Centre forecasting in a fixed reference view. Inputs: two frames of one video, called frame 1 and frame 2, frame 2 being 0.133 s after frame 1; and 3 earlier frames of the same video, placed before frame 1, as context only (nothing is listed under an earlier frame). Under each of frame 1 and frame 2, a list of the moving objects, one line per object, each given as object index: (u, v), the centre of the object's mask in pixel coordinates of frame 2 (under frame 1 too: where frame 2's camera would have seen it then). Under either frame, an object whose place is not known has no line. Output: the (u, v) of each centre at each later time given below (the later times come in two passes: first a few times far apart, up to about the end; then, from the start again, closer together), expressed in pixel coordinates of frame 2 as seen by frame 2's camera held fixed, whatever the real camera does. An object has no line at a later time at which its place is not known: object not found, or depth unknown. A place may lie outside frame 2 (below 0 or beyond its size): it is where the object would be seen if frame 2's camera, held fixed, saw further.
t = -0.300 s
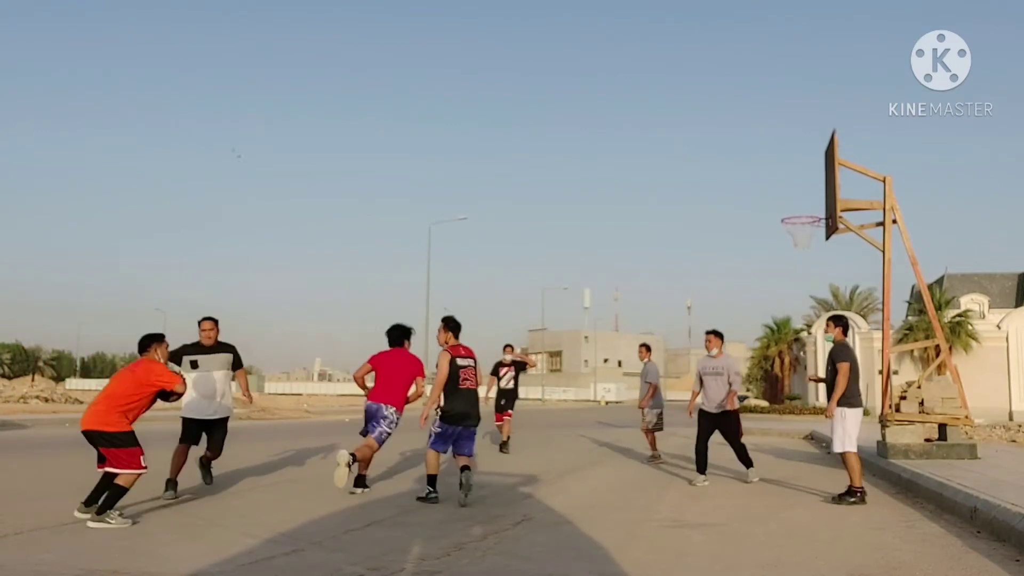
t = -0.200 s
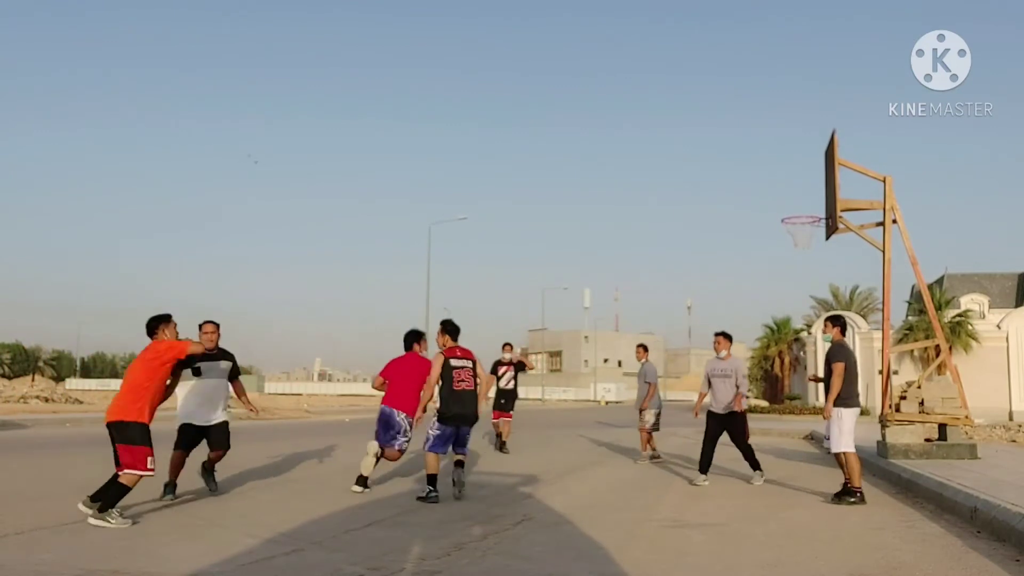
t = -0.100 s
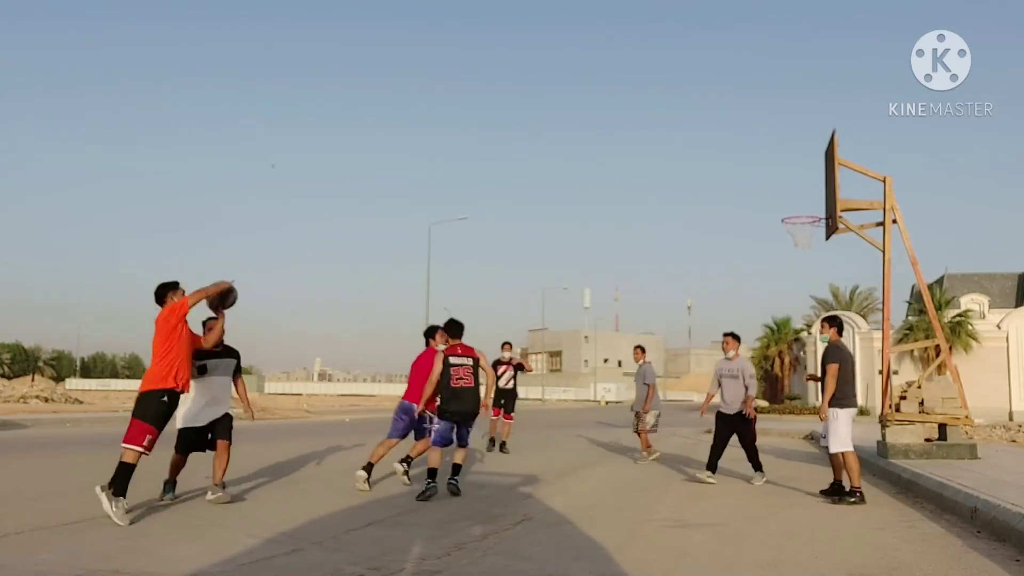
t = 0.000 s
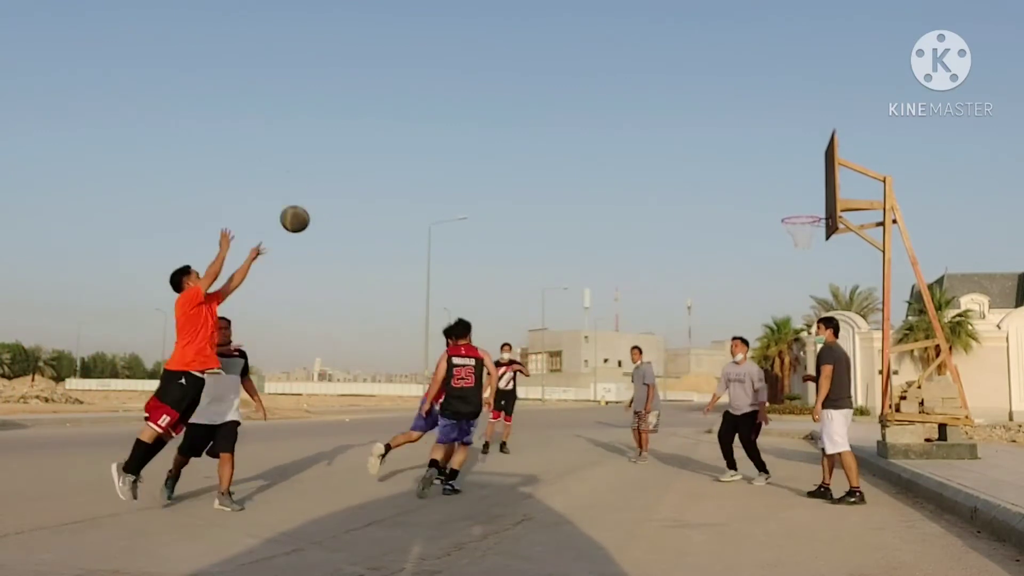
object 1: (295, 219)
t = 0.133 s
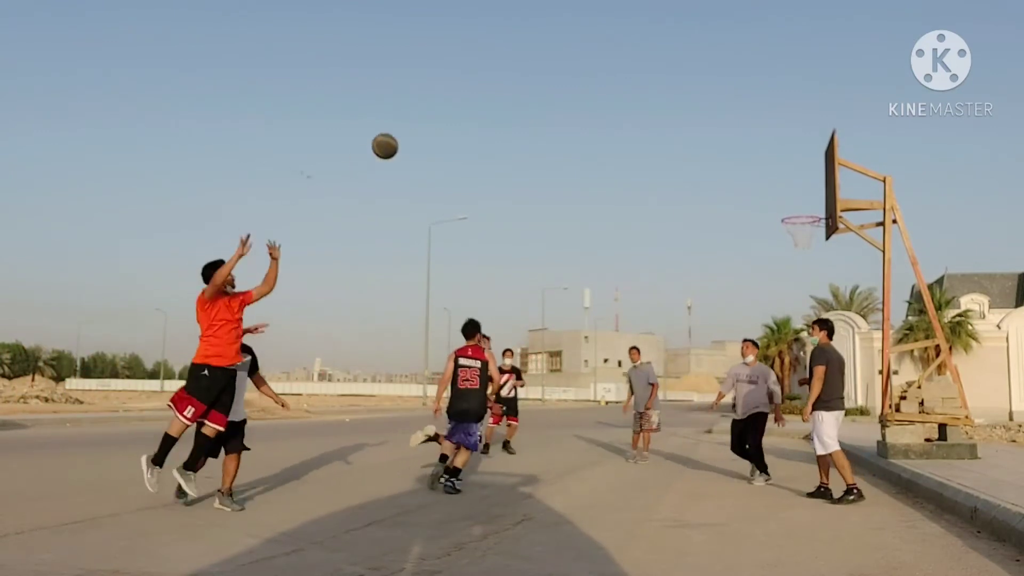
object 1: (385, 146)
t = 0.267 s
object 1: (462, 100)
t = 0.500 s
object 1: (572, 69)
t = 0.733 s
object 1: (663, 88)
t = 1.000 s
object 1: (749, 155)
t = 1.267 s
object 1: (810, 210)
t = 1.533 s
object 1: (798, 207)
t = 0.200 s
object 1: (424, 120)
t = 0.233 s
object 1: (444, 109)
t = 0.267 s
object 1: (462, 100)
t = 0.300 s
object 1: (479, 92)
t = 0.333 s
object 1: (496, 85)
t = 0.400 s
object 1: (528, 76)
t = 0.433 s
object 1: (543, 72)
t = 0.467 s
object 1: (558, 71)
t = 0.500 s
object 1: (572, 69)
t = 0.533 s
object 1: (586, 69)
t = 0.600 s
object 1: (613, 72)
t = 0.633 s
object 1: (626, 74)
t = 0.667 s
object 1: (639, 78)
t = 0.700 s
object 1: (651, 82)
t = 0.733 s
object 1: (663, 88)
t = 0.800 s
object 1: (686, 101)
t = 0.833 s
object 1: (697, 108)
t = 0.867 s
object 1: (708, 116)
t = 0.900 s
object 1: (718, 125)
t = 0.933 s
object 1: (729, 135)
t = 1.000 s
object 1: (749, 155)
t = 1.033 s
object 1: (759, 167)
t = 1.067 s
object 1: (769, 179)
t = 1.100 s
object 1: (779, 191)
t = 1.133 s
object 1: (788, 205)
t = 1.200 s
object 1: (802, 215)
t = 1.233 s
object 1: (806, 212)
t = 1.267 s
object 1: (810, 210)
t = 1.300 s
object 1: (814, 208)
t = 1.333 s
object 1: (816, 207)
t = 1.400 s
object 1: (810, 204)
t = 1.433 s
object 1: (807, 204)
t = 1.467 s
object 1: (804, 204)
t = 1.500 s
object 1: (801, 205)
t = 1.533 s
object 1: (798, 207)
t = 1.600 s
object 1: (792, 214)
